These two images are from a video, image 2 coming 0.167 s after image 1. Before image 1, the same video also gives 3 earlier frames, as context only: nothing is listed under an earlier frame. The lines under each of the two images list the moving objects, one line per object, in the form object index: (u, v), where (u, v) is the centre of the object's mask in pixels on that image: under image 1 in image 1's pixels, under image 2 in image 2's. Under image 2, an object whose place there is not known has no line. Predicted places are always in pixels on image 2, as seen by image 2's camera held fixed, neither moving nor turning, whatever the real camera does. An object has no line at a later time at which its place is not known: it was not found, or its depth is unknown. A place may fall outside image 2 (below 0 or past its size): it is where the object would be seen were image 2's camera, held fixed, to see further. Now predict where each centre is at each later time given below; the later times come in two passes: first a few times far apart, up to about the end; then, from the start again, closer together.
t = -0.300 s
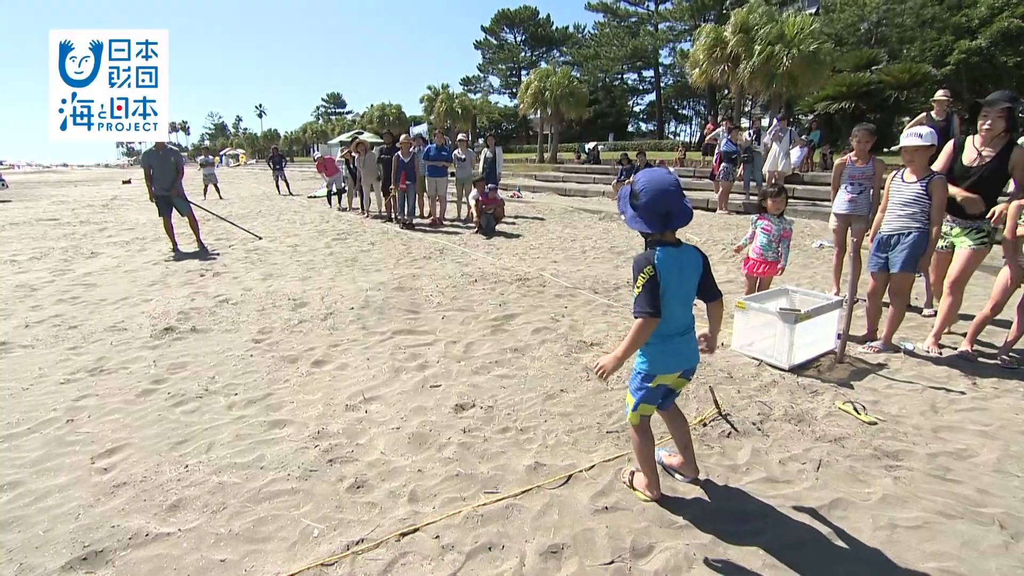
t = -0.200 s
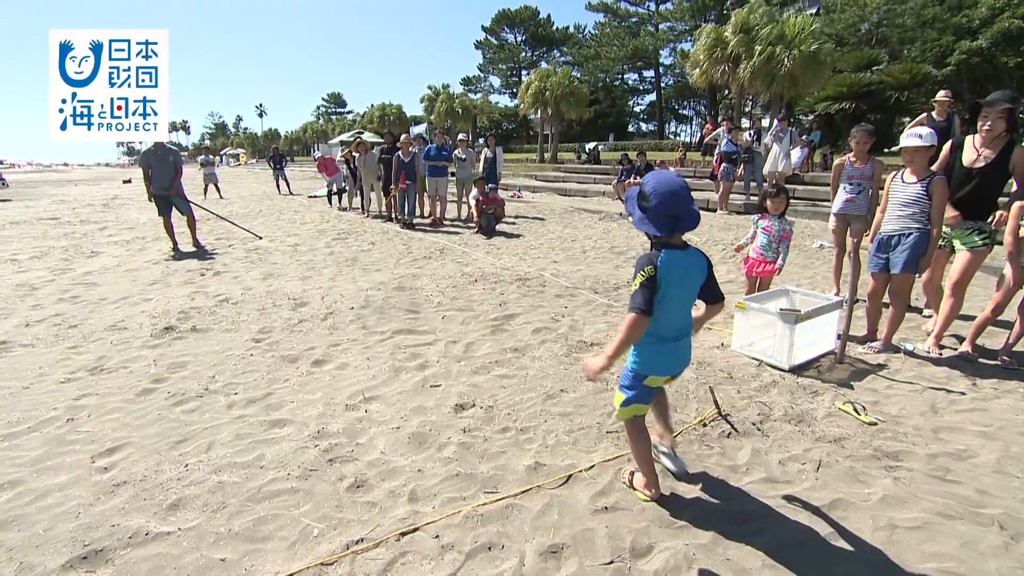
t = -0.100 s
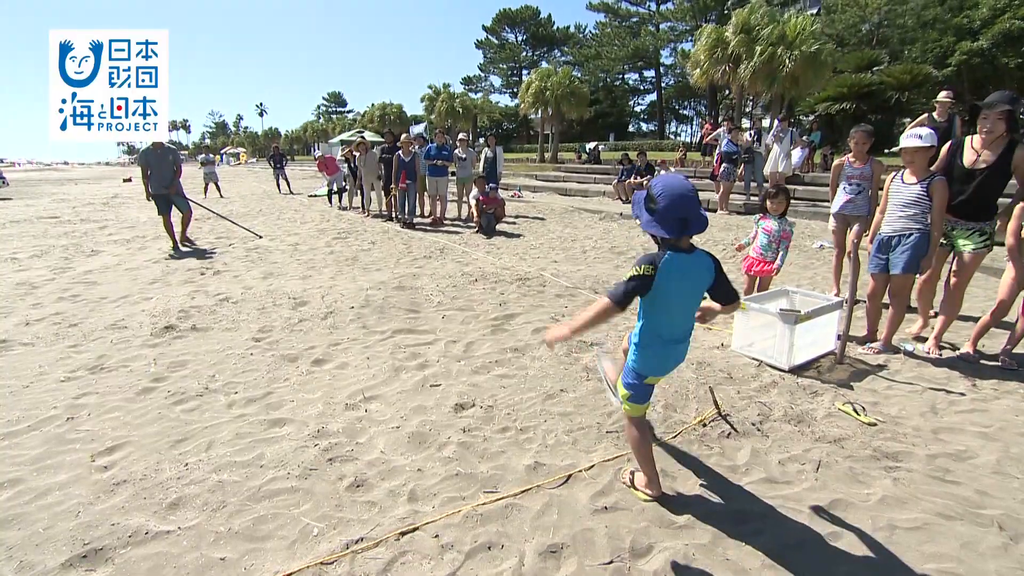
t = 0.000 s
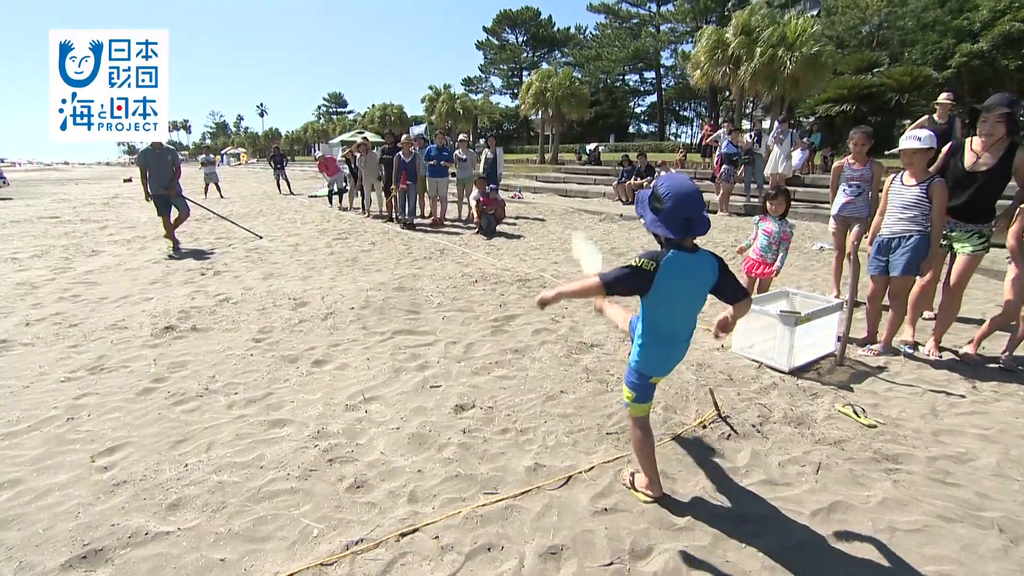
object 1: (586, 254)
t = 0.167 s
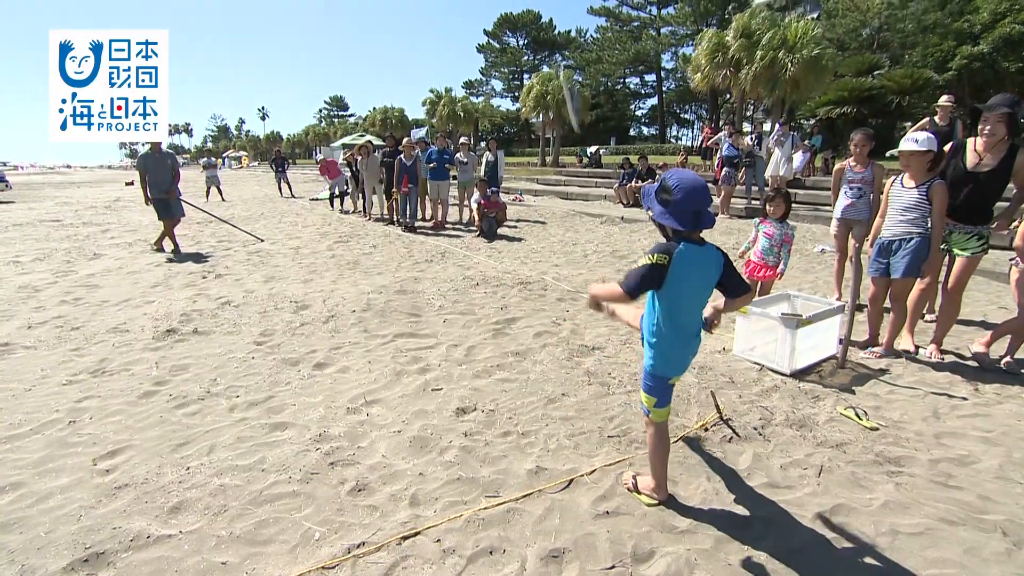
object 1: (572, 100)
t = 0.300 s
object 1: (542, 19)
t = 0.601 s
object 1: (435, 15)
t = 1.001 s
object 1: (329, 355)
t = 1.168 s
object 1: (316, 414)
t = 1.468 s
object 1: (314, 413)
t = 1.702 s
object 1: (314, 413)
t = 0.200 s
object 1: (561, 73)
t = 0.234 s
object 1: (555, 47)
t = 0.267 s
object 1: (546, 28)
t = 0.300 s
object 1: (542, 19)
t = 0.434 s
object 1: (499, -1)
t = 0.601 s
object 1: (435, 15)
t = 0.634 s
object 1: (420, 20)
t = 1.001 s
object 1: (329, 355)
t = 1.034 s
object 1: (326, 387)
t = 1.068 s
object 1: (323, 415)
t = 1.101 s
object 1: (320, 417)
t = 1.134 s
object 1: (318, 415)
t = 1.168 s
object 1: (316, 414)
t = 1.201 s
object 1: (314, 413)
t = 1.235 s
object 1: (312, 412)
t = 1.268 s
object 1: (313, 413)
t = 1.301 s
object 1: (313, 412)
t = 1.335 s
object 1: (314, 413)
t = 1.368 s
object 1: (315, 412)
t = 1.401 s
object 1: (315, 412)
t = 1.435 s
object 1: (314, 413)
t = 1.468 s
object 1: (314, 413)
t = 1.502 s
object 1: (314, 413)
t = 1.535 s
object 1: (314, 413)
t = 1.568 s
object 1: (314, 413)
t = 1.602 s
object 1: (314, 413)
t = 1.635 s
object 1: (314, 413)
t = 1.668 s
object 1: (314, 413)
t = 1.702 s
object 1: (314, 413)
